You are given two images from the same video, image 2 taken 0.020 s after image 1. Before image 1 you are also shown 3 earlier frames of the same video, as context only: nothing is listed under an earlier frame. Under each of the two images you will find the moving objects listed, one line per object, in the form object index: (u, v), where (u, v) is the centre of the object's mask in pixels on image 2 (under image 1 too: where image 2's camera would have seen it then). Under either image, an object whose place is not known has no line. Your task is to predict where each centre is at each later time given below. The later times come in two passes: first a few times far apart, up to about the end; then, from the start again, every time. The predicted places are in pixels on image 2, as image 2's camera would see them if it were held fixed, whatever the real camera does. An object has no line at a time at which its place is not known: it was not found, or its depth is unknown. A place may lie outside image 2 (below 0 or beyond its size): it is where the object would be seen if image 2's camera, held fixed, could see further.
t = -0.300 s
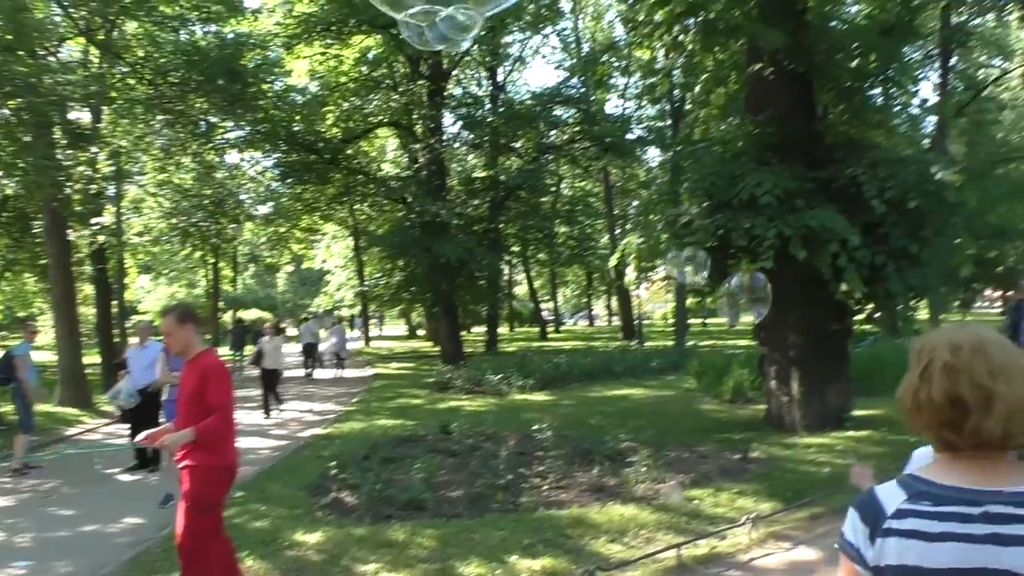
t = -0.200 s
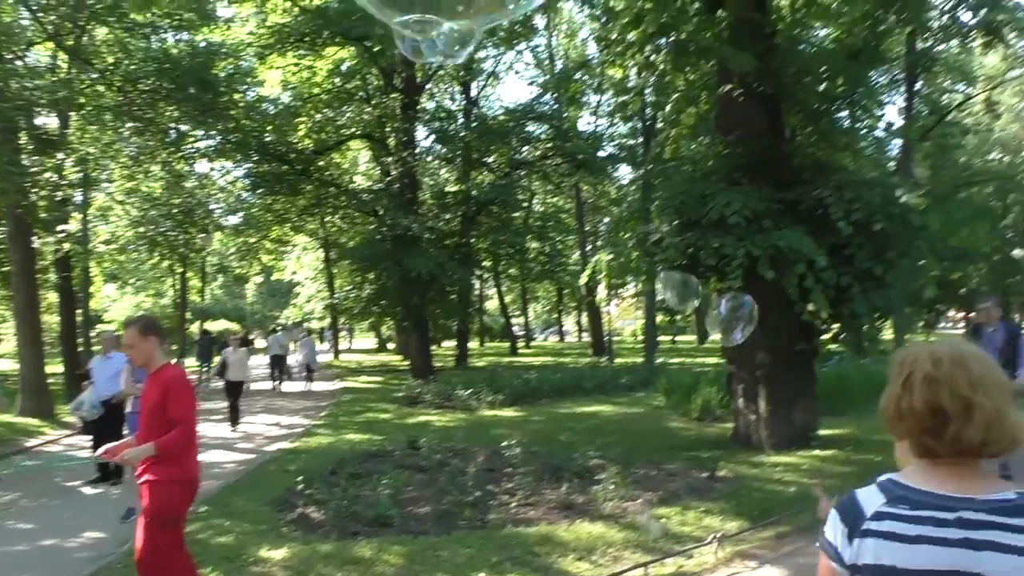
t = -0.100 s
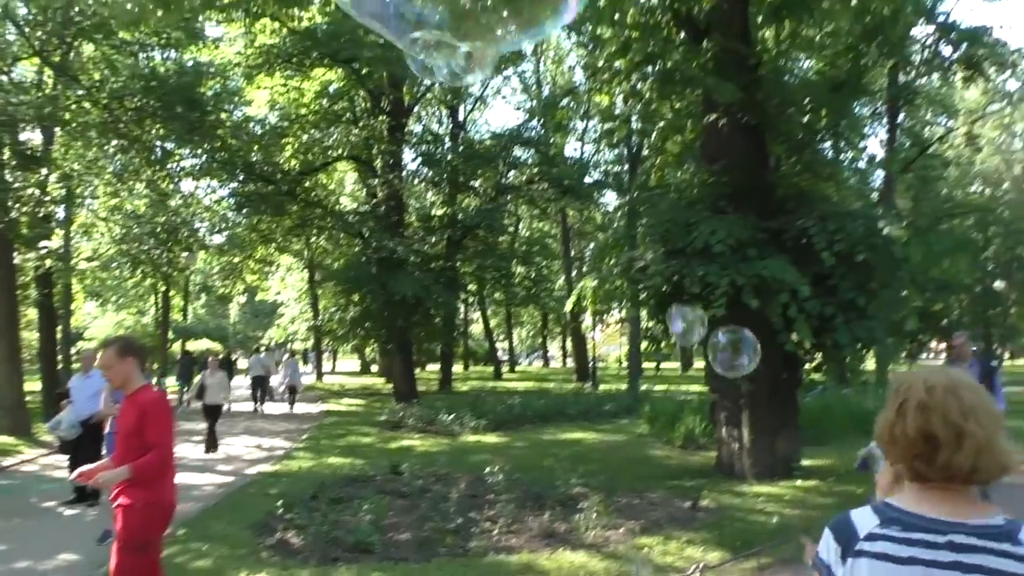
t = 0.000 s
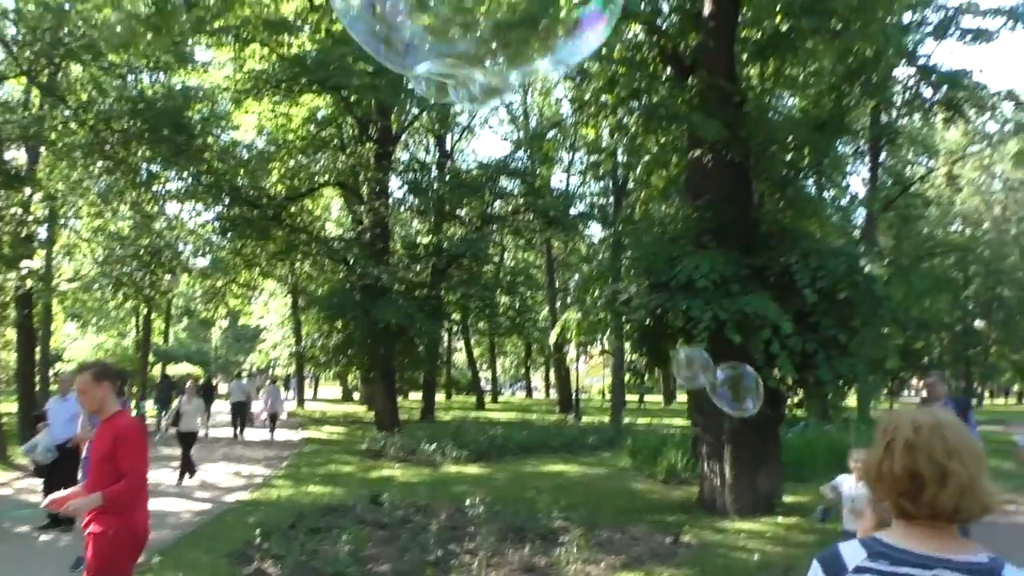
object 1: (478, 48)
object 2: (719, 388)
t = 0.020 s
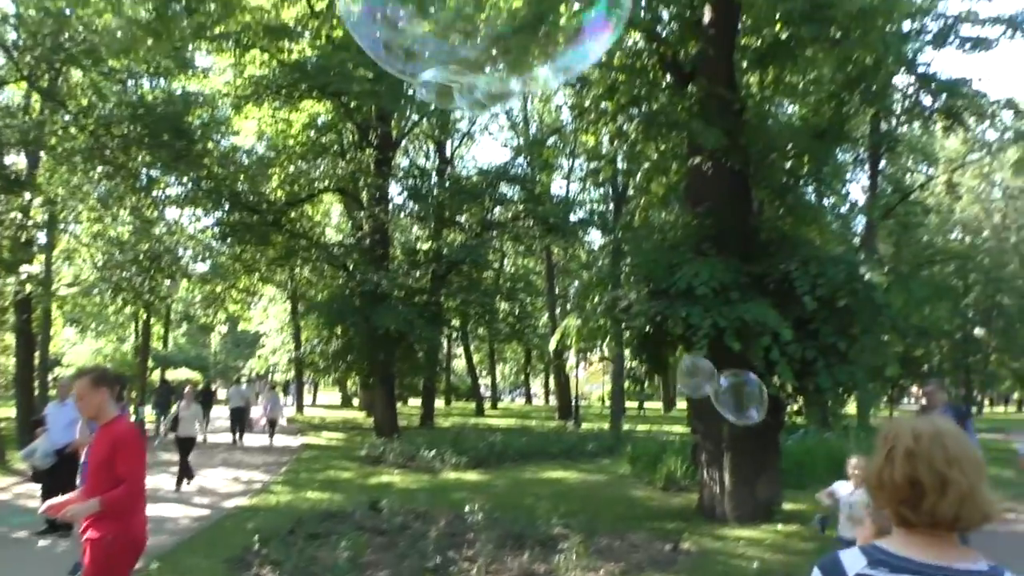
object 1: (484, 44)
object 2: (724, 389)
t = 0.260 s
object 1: (582, 3)
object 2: (769, 403)
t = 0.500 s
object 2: (815, 418)
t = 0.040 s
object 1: (491, 41)
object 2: (728, 390)
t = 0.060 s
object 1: (498, 37)
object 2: (733, 392)
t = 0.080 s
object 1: (505, 32)
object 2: (738, 393)
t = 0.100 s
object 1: (512, 28)
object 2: (741, 394)
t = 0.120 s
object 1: (520, 23)
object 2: (746, 396)
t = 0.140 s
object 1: (527, 19)
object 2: (749, 397)
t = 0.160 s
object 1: (536, 15)
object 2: (752, 398)
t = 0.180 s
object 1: (546, 15)
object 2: (756, 399)
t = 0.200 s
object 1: (556, 12)
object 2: (760, 400)
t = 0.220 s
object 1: (566, 9)
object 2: (762, 401)
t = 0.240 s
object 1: (575, 7)
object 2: (766, 402)
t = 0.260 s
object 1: (582, 3)
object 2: (769, 403)
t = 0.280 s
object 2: (774, 403)
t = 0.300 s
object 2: (778, 404)
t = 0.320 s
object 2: (783, 406)
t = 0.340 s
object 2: (788, 406)
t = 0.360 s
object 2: (792, 407)
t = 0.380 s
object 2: (794, 409)
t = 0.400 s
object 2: (798, 411)
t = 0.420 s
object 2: (800, 412)
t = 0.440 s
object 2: (804, 414)
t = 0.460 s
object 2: (808, 415)
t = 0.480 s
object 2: (812, 417)
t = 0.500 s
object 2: (815, 418)
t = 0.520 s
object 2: (819, 420)
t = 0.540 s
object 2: (824, 421)
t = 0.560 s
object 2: (828, 423)
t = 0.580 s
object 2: (829, 425)
